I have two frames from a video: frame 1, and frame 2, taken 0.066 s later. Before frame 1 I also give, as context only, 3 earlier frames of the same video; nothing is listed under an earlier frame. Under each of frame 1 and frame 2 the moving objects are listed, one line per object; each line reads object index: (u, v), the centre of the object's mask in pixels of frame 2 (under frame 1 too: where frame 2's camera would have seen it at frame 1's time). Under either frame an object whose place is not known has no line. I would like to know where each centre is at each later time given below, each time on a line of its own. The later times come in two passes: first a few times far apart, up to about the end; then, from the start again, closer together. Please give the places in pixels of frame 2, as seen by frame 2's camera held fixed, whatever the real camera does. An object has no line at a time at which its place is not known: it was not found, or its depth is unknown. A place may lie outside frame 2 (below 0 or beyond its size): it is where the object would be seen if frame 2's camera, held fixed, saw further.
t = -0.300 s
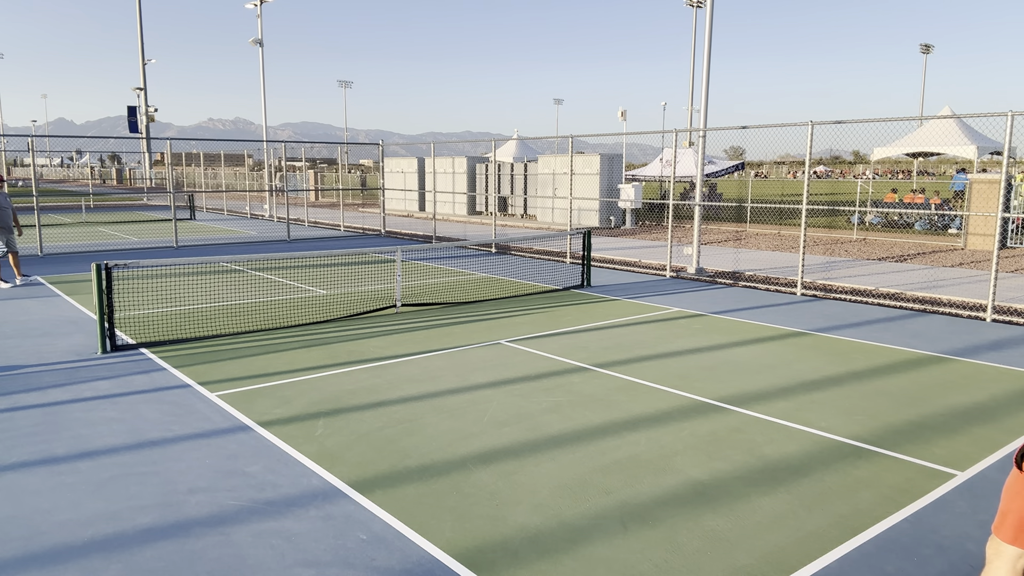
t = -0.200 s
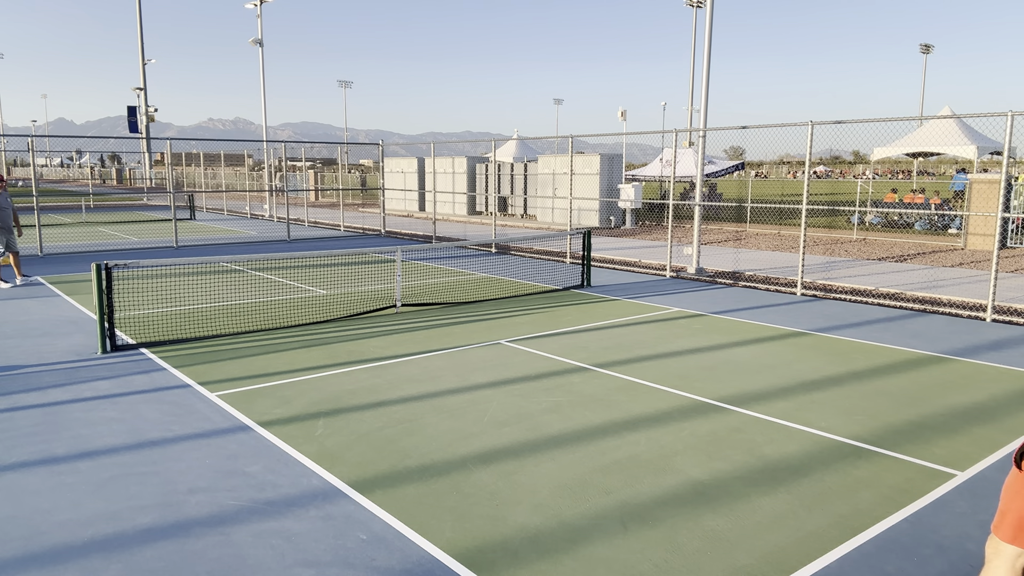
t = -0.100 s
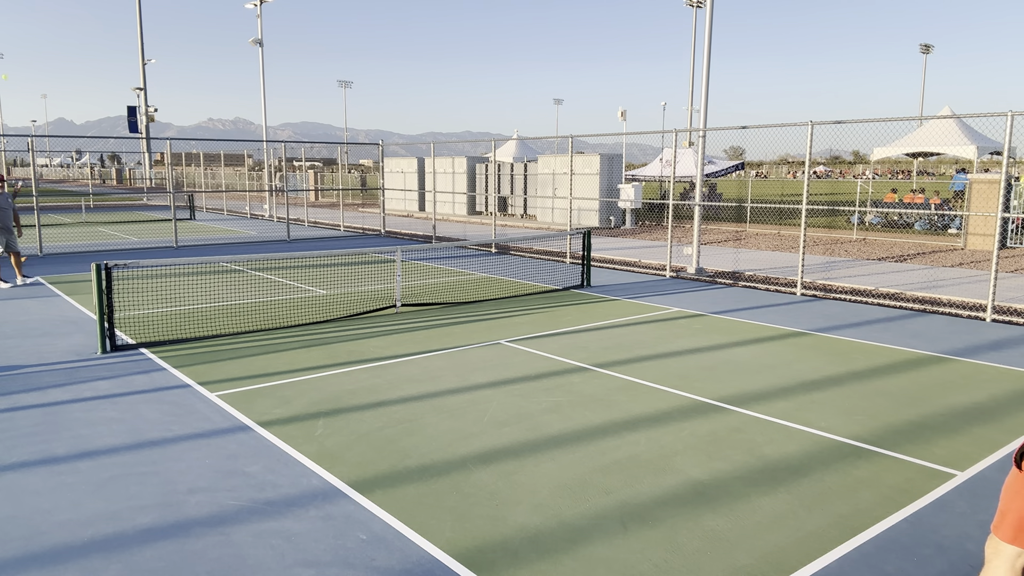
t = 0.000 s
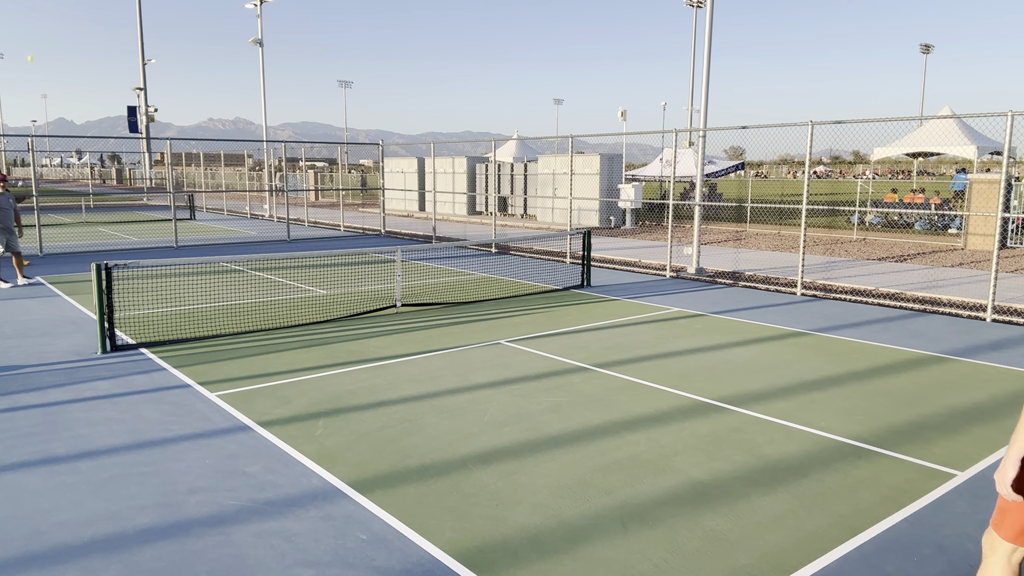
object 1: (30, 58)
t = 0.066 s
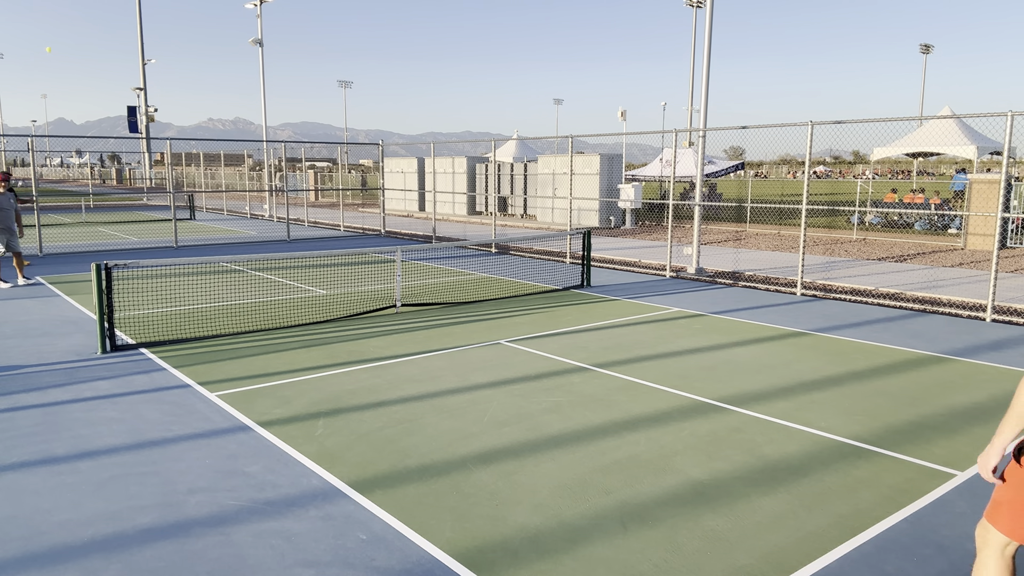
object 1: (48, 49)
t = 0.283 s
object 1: (118, 43)
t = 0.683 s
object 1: (284, 142)
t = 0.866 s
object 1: (373, 244)
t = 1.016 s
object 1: (448, 355)
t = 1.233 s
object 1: (513, 308)
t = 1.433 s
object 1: (570, 274)
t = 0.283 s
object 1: (118, 43)
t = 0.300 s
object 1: (124, 44)
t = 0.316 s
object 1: (130, 45)
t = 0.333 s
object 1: (136, 46)
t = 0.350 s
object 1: (143, 48)
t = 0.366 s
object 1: (149, 50)
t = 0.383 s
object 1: (155, 52)
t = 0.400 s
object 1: (162, 55)
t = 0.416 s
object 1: (168, 58)
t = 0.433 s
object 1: (174, 61)
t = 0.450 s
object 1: (181, 64)
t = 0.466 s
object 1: (188, 68)
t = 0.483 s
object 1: (195, 72)
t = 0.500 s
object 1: (202, 76)
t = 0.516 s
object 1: (209, 80)
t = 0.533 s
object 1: (216, 85)
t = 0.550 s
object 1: (223, 90)
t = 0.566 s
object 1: (231, 96)
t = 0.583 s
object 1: (238, 101)
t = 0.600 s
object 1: (245, 107)
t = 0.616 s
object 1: (253, 114)
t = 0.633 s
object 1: (260, 120)
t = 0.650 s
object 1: (268, 127)
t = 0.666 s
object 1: (276, 134)
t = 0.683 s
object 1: (284, 142)
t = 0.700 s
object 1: (291, 150)
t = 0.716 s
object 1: (300, 158)
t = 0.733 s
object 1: (308, 166)
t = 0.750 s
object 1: (315, 175)
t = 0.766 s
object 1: (323, 184)
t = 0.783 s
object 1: (332, 193)
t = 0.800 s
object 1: (340, 203)
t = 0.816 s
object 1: (348, 213)
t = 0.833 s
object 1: (356, 223)
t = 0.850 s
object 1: (364, 234)
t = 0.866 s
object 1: (373, 244)
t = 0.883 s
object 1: (381, 256)
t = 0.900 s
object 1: (389, 267)
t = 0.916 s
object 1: (397, 279)
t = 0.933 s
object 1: (406, 291)
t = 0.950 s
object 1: (414, 303)
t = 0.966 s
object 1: (423, 316)
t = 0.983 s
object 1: (431, 328)
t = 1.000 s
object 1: (439, 342)
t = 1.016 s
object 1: (448, 355)
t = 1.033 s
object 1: (456, 369)
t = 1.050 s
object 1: (464, 379)
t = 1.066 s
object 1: (468, 371)
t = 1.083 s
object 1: (473, 363)
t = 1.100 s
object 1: (477, 355)
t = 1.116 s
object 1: (481, 349)
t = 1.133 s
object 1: (486, 342)
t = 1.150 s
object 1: (490, 335)
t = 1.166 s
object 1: (495, 329)
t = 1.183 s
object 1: (499, 323)
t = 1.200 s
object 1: (504, 318)
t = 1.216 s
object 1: (509, 313)
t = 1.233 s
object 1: (513, 308)
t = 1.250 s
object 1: (518, 303)
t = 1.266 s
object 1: (523, 299)
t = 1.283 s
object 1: (527, 295)
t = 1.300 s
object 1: (532, 291)
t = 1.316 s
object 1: (537, 288)
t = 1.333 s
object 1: (541, 285)
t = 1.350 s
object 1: (546, 282)
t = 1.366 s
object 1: (551, 280)
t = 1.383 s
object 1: (555, 278)
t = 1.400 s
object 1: (560, 276)
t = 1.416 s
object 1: (565, 275)
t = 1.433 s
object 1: (570, 274)
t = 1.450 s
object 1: (575, 273)
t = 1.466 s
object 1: (580, 273)
